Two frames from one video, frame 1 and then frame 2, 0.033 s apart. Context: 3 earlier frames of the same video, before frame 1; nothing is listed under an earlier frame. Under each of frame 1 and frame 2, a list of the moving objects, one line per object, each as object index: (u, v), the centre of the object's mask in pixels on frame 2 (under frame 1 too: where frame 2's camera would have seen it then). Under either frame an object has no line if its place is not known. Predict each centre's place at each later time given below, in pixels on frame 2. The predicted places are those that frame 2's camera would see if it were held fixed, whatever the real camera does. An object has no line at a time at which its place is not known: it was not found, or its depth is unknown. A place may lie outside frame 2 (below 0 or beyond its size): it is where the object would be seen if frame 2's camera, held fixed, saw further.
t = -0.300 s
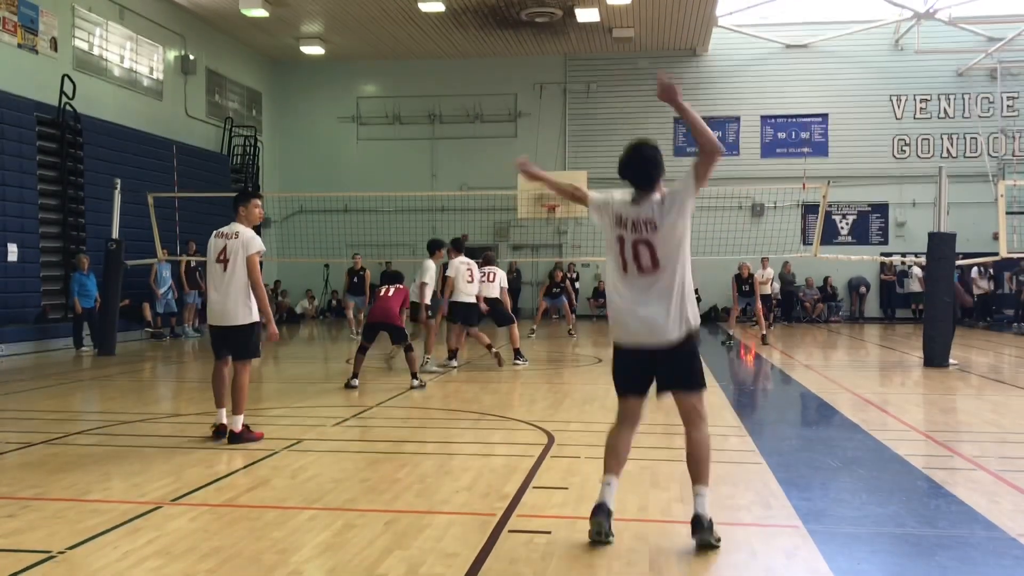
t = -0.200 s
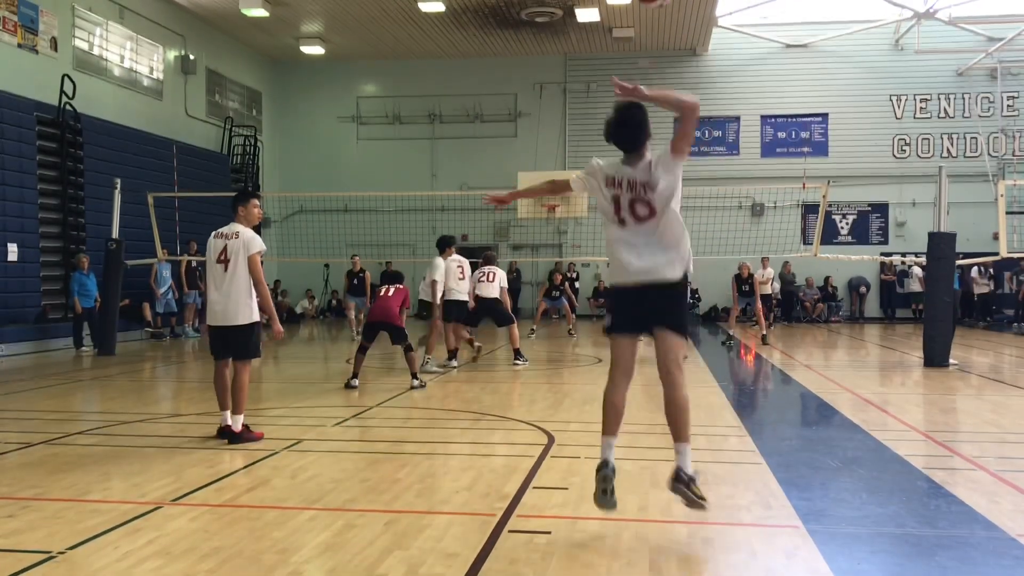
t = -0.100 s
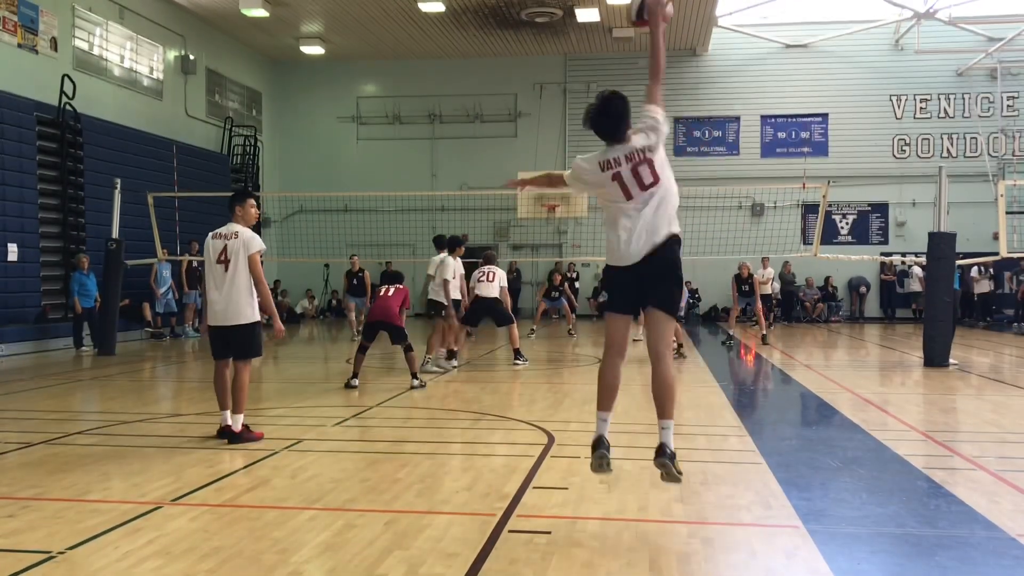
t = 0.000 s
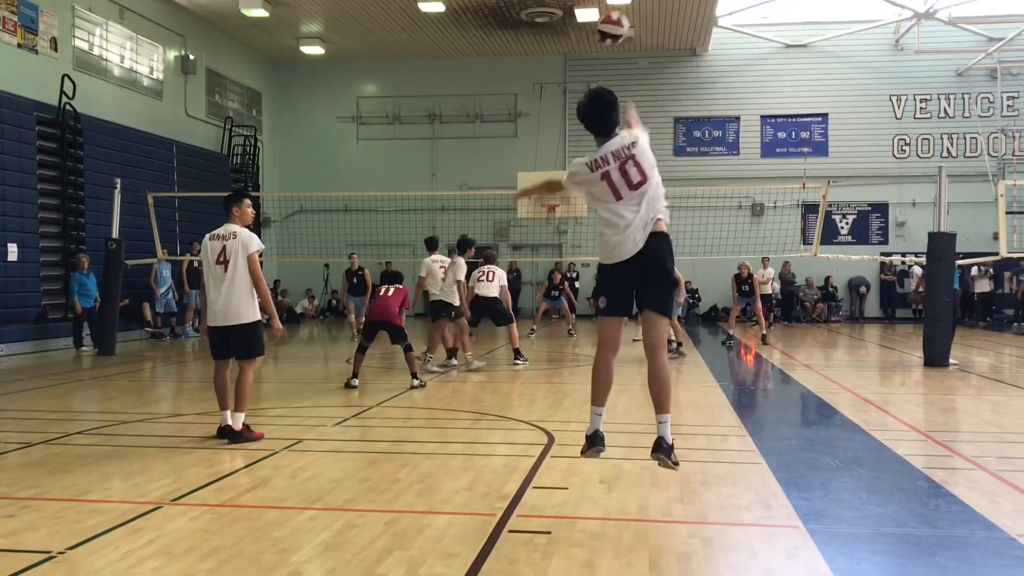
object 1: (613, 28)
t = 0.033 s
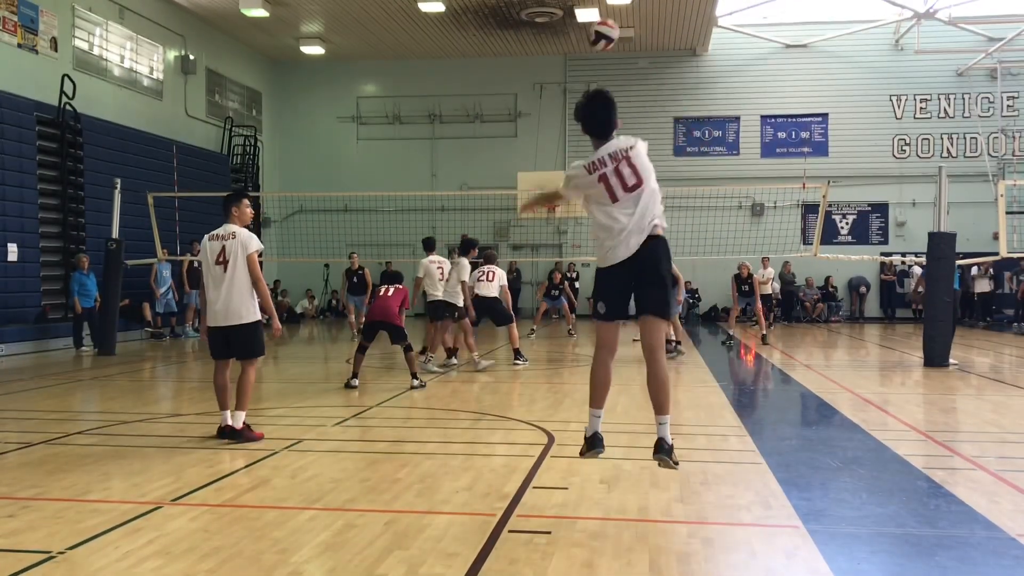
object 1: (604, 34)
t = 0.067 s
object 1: (596, 40)
